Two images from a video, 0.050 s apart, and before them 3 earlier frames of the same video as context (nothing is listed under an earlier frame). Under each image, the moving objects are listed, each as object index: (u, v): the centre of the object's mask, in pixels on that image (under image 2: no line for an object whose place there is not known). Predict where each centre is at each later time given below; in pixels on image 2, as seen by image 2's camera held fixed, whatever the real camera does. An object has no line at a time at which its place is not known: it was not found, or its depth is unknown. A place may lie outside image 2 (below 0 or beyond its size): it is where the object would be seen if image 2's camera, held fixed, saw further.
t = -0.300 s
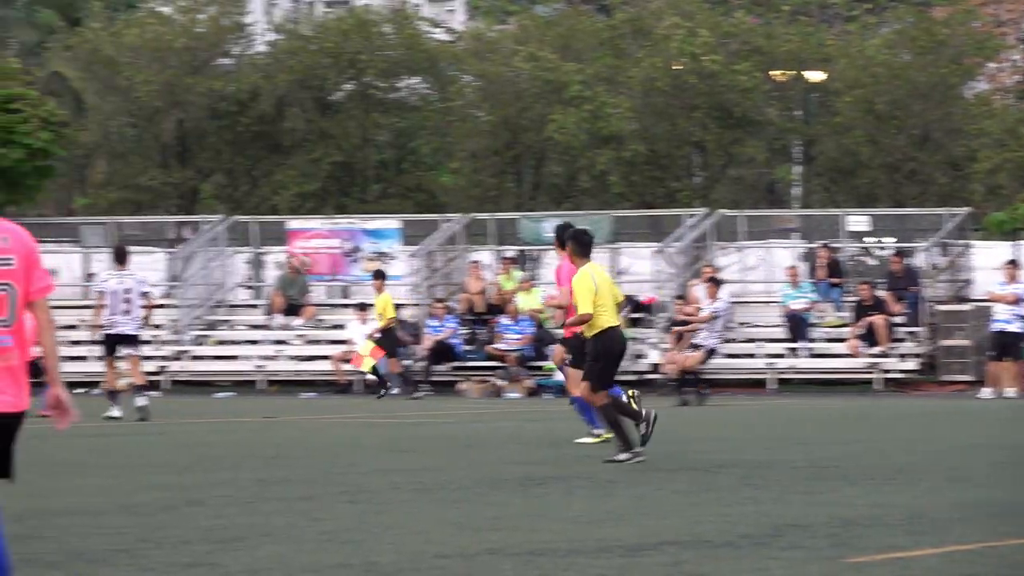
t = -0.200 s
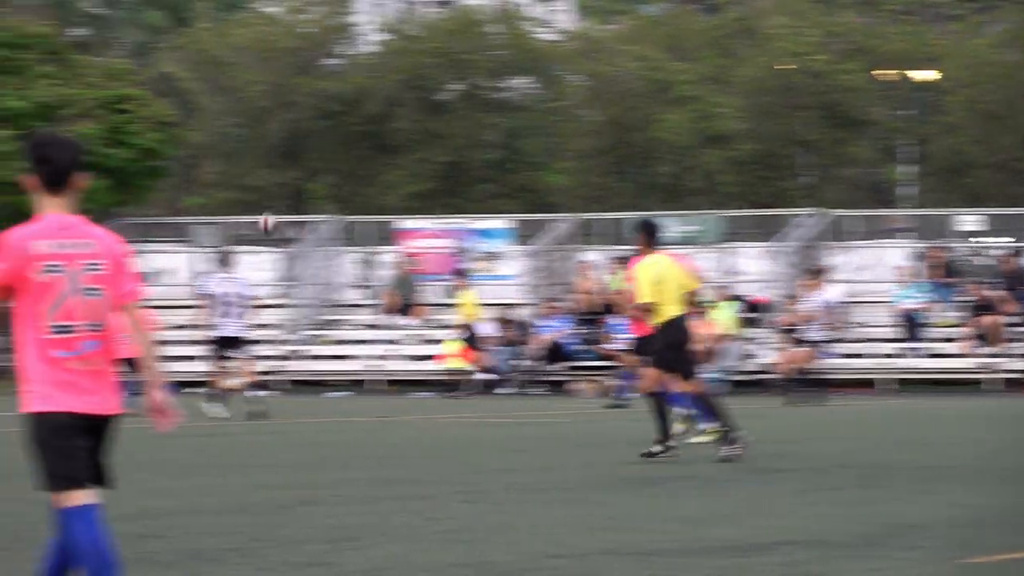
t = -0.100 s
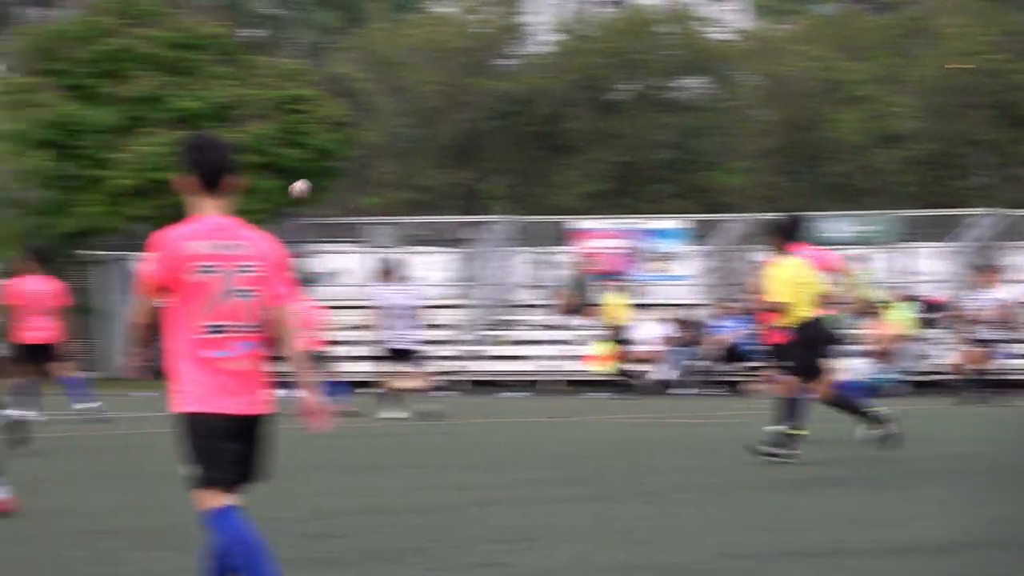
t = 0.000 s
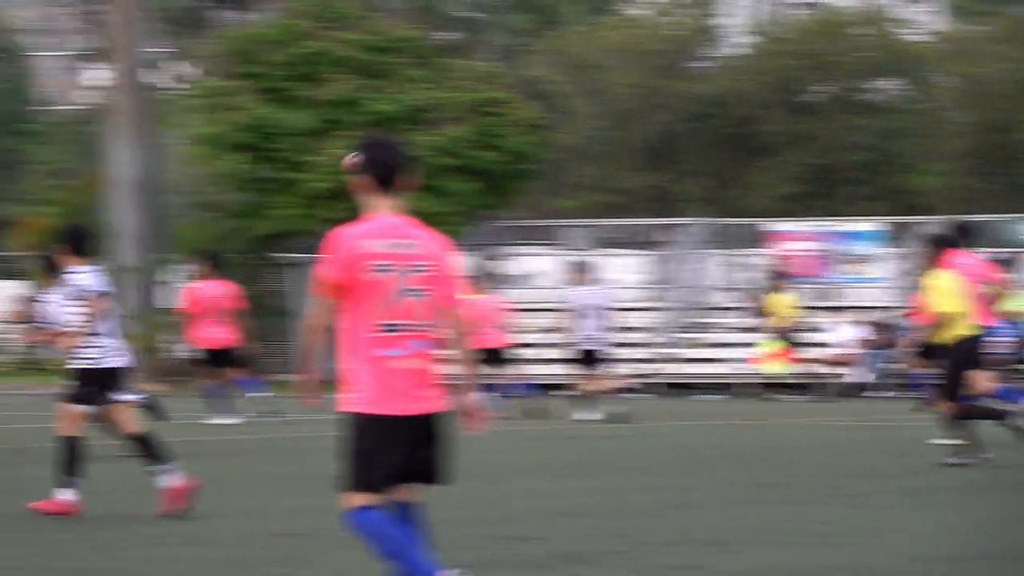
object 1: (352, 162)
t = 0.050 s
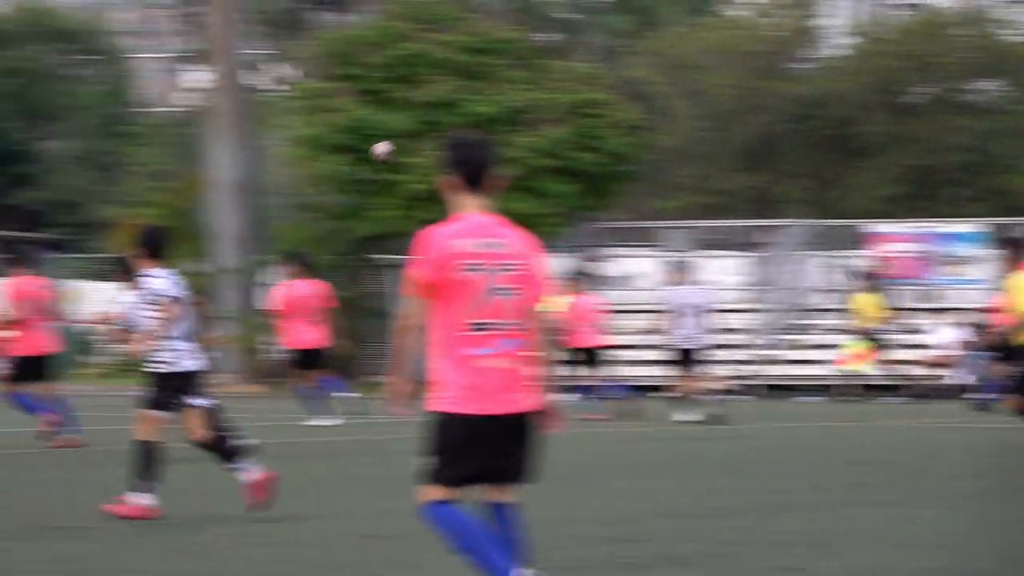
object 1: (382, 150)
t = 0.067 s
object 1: (358, 147)
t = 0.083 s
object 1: (334, 143)
